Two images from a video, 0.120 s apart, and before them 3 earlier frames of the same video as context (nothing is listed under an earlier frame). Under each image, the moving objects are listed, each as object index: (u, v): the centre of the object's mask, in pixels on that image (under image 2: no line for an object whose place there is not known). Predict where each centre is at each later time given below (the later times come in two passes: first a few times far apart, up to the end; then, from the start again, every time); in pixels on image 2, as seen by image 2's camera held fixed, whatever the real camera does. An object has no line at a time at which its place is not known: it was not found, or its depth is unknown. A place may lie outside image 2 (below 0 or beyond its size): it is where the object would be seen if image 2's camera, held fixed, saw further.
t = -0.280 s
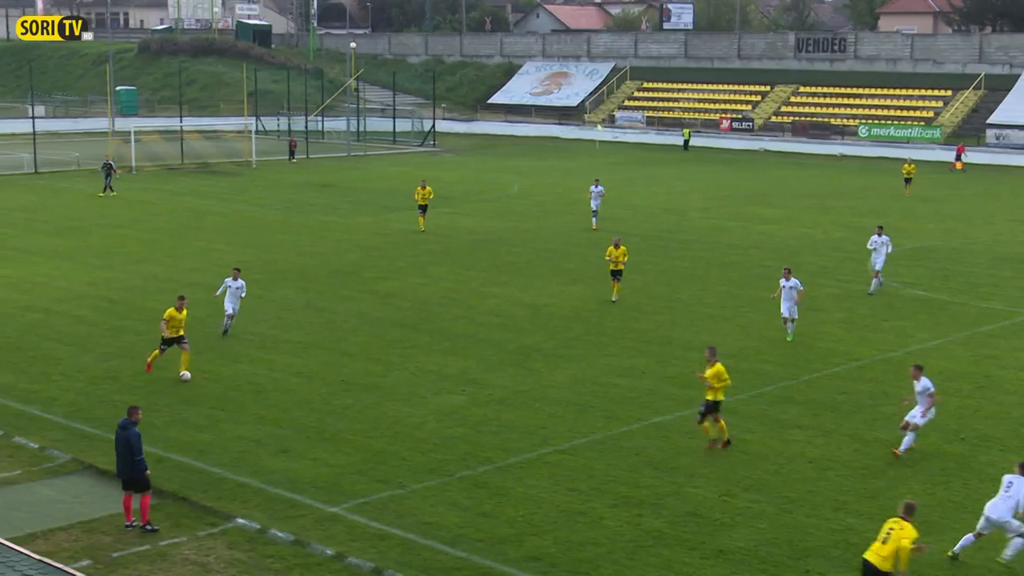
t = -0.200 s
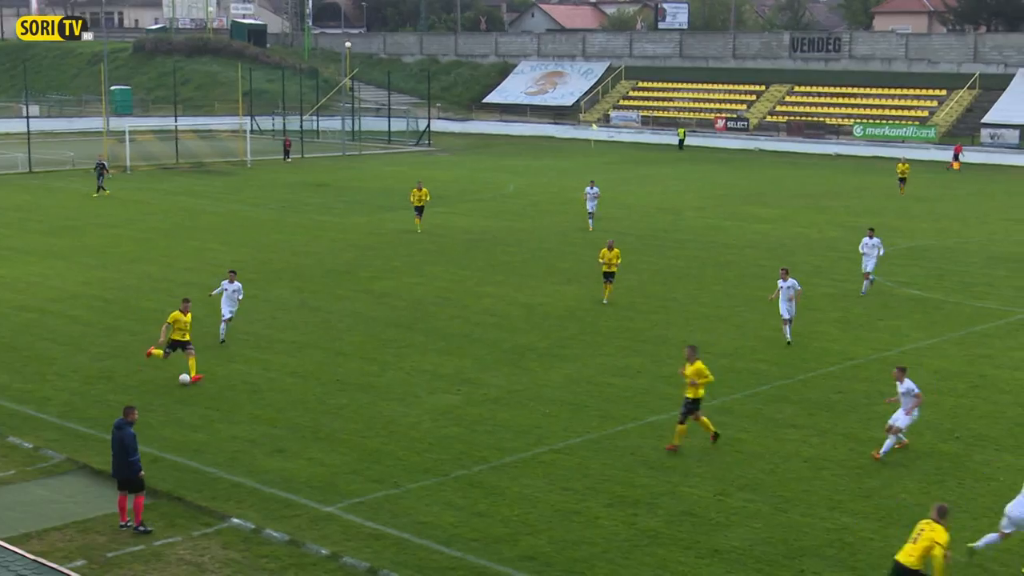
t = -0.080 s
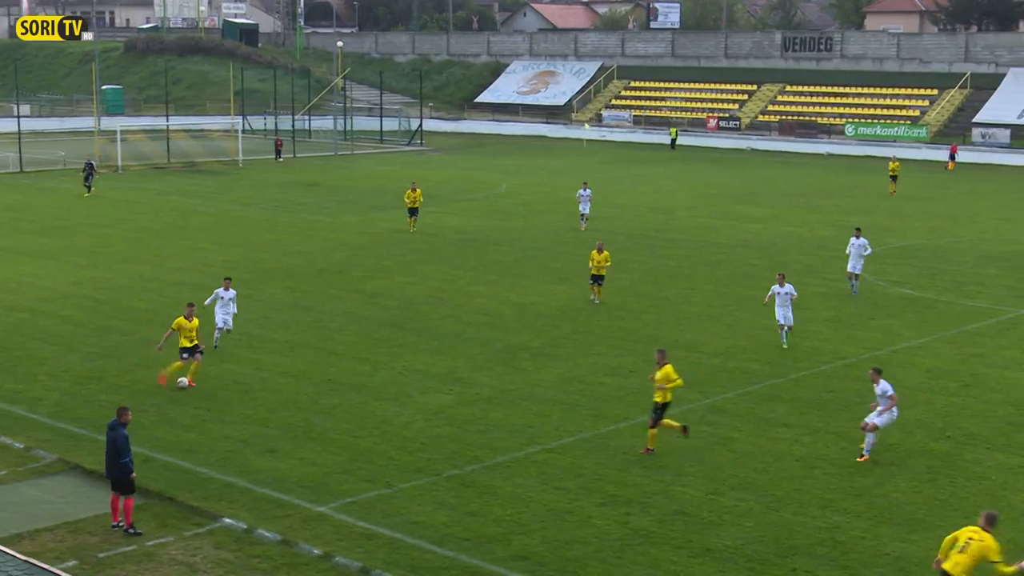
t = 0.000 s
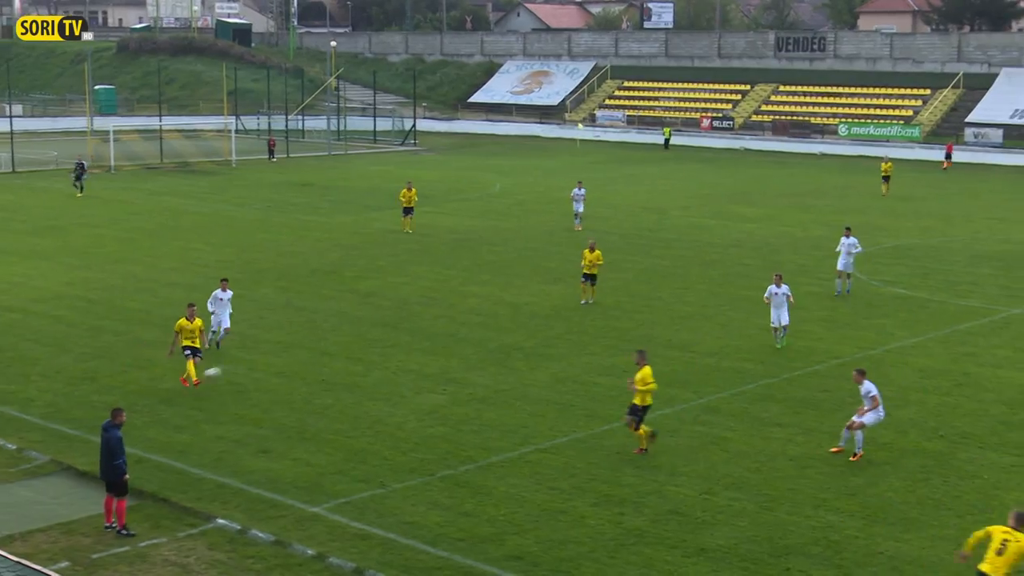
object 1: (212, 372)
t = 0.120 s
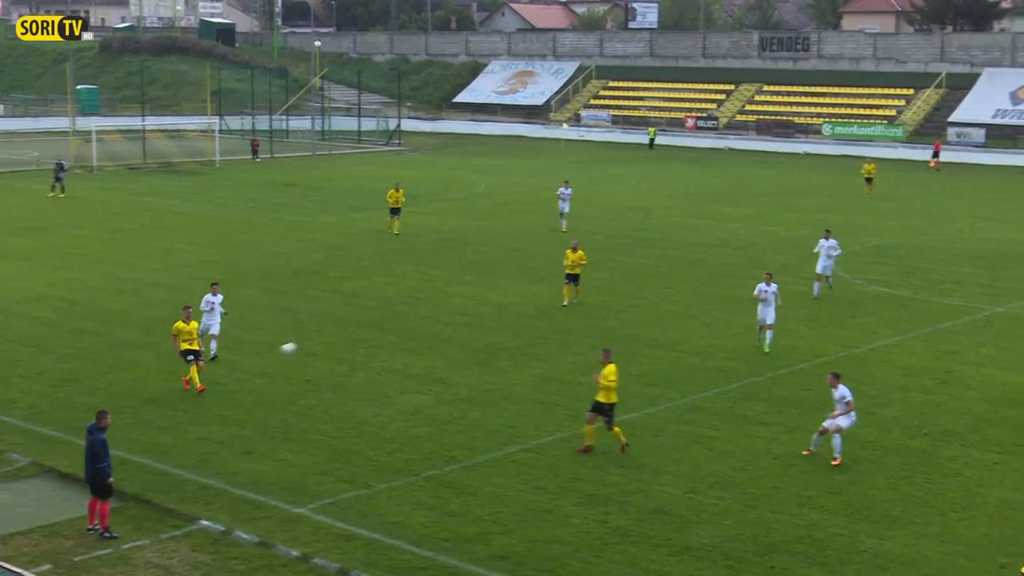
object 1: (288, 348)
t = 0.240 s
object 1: (383, 326)
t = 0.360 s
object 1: (484, 307)
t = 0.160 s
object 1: (319, 339)
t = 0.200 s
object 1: (351, 333)
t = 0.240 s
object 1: (383, 326)
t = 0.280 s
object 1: (416, 319)
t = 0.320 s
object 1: (450, 312)
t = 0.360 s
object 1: (484, 307)
